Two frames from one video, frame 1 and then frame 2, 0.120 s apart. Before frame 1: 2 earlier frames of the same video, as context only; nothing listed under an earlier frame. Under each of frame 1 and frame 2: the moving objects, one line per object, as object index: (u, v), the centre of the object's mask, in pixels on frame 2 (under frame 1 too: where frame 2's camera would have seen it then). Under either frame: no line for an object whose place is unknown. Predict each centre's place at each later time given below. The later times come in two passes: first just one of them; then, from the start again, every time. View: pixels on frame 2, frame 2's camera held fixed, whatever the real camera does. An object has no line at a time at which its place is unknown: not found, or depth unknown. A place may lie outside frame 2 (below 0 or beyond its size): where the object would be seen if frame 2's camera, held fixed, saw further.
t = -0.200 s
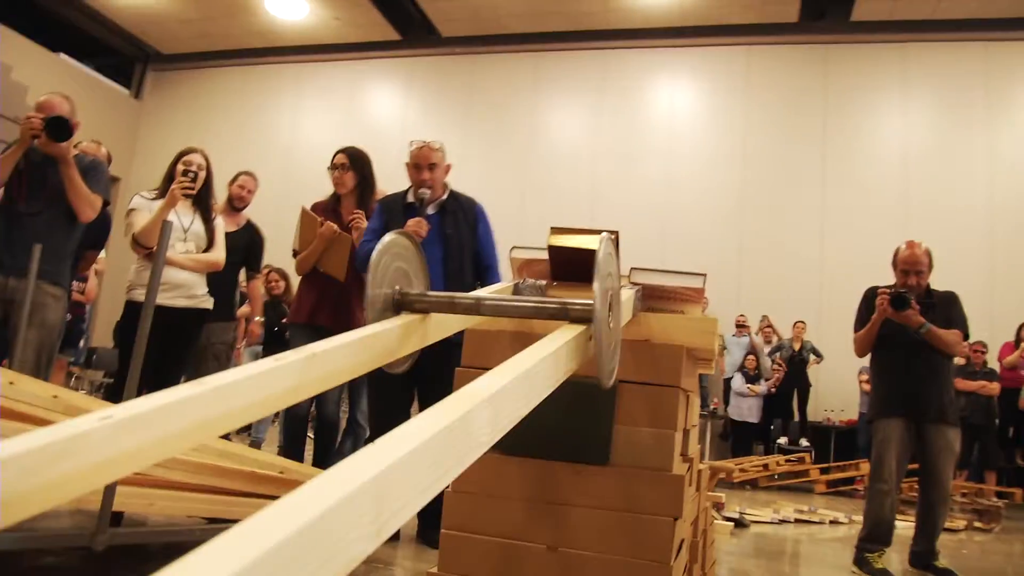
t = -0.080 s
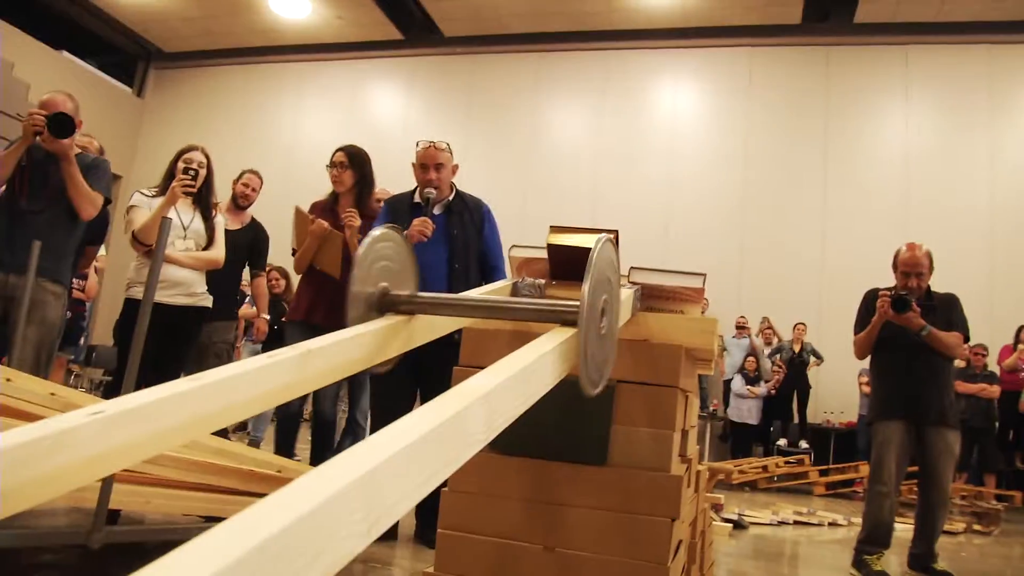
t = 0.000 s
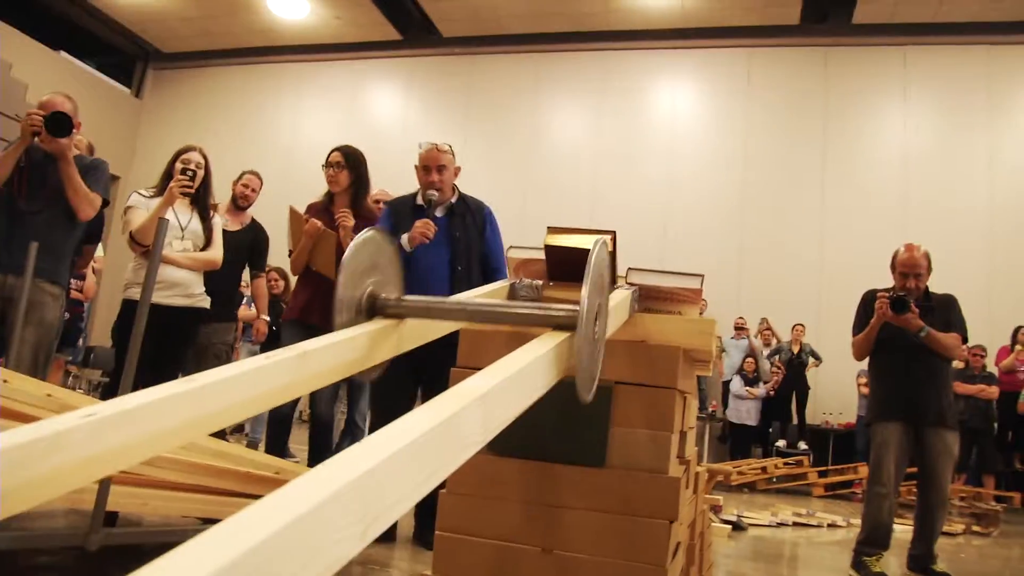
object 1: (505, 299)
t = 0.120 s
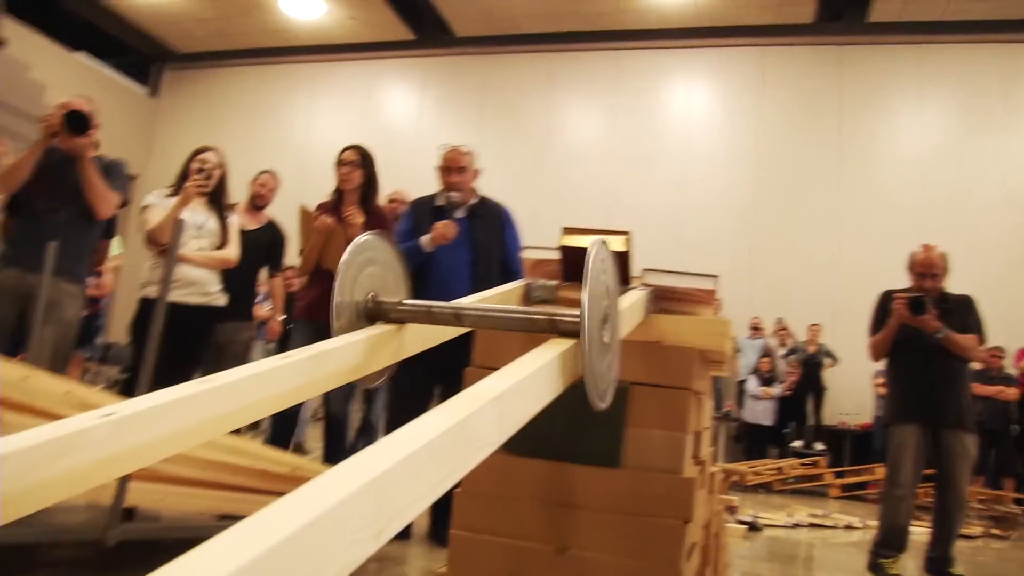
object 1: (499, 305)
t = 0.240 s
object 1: (487, 312)
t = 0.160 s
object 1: (496, 307)
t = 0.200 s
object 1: (493, 310)
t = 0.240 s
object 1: (487, 312)
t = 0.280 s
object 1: (484, 315)
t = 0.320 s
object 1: (481, 318)
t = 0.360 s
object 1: (469, 321)
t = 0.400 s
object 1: (473, 325)
